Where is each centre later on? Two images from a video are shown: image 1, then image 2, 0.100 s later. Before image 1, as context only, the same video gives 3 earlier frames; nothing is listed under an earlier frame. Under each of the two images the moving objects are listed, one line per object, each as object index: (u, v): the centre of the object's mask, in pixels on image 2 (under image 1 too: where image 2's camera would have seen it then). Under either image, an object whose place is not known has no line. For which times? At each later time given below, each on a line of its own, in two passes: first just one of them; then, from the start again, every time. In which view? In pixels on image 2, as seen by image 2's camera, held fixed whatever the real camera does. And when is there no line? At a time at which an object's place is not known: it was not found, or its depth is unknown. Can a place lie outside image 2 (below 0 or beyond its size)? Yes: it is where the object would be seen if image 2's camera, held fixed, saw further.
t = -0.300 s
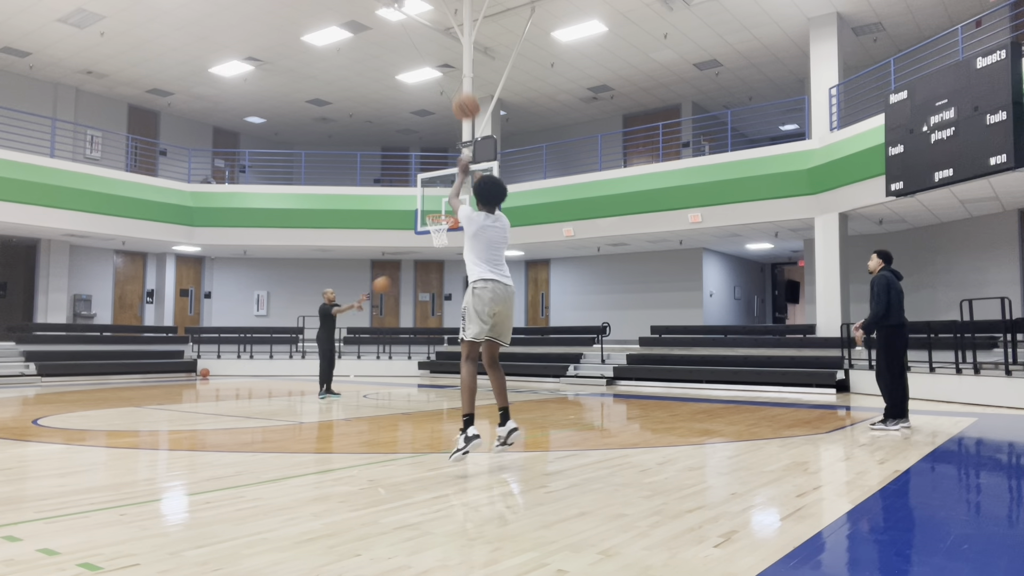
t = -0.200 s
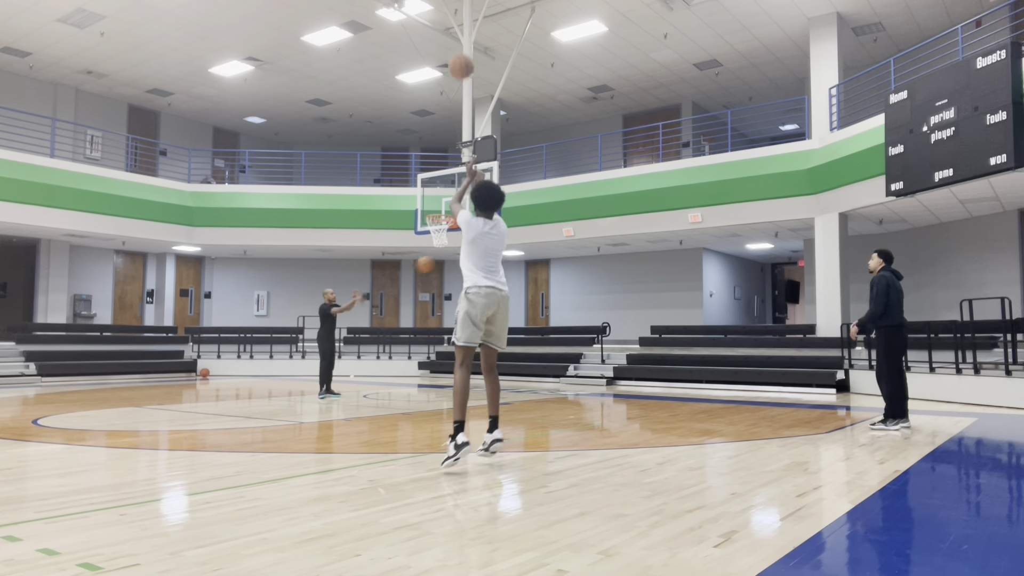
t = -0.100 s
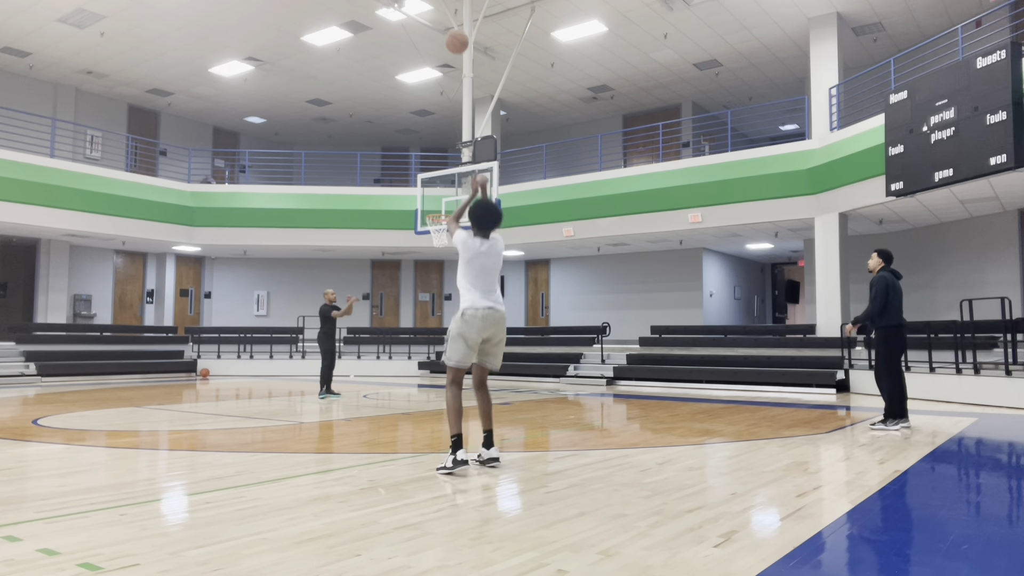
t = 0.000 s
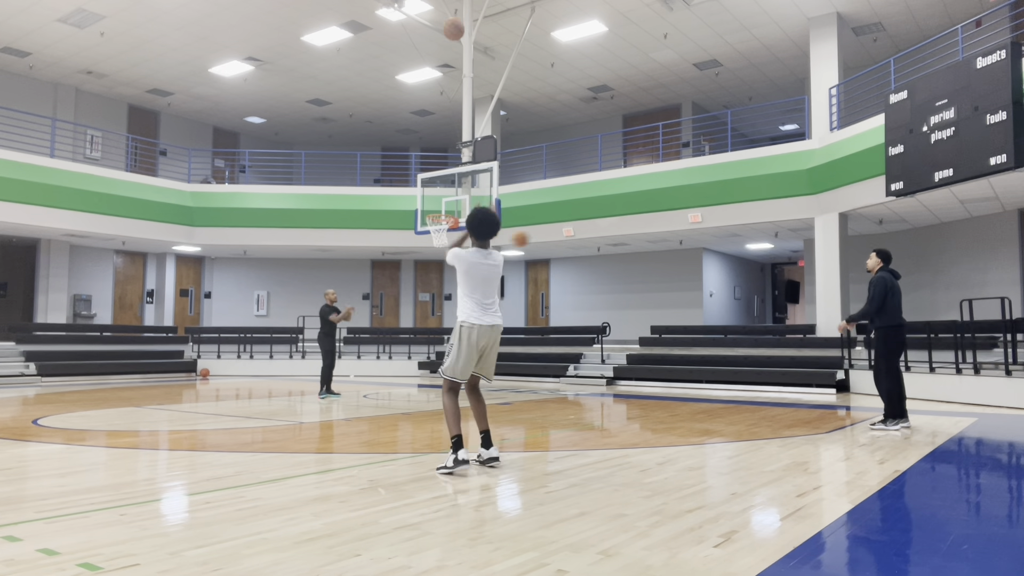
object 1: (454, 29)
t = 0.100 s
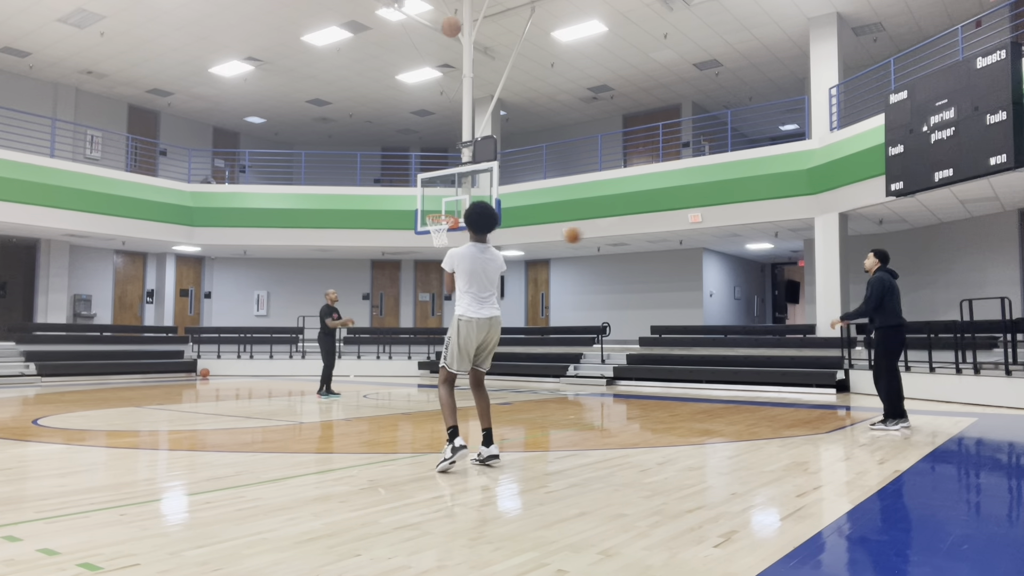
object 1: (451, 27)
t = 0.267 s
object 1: (448, 39)
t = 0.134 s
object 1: (451, 27)
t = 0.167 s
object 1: (450, 30)
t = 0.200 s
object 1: (449, 32)
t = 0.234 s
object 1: (448, 35)
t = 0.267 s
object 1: (448, 39)
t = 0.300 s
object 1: (447, 45)
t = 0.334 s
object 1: (447, 50)
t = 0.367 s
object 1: (446, 56)
